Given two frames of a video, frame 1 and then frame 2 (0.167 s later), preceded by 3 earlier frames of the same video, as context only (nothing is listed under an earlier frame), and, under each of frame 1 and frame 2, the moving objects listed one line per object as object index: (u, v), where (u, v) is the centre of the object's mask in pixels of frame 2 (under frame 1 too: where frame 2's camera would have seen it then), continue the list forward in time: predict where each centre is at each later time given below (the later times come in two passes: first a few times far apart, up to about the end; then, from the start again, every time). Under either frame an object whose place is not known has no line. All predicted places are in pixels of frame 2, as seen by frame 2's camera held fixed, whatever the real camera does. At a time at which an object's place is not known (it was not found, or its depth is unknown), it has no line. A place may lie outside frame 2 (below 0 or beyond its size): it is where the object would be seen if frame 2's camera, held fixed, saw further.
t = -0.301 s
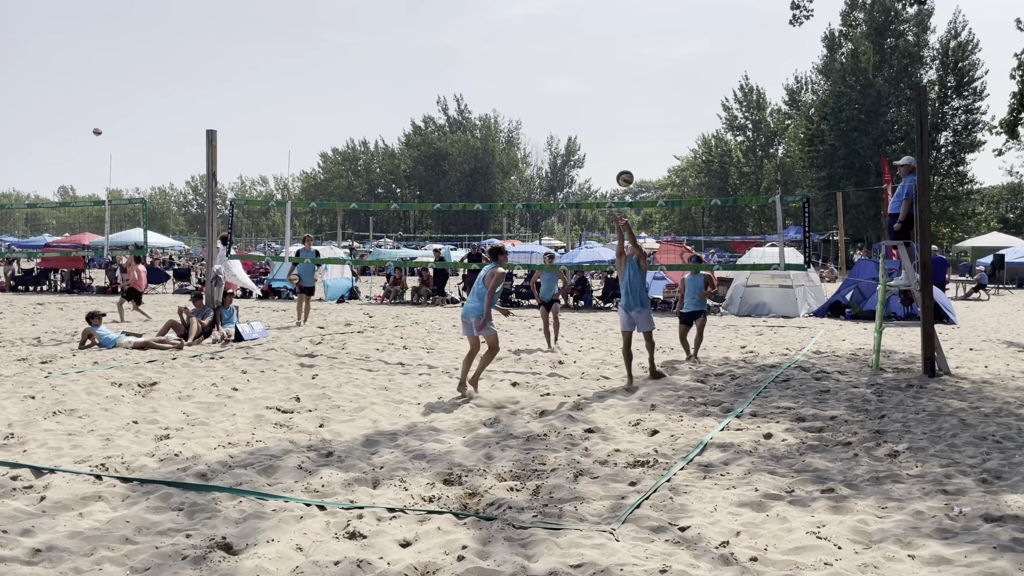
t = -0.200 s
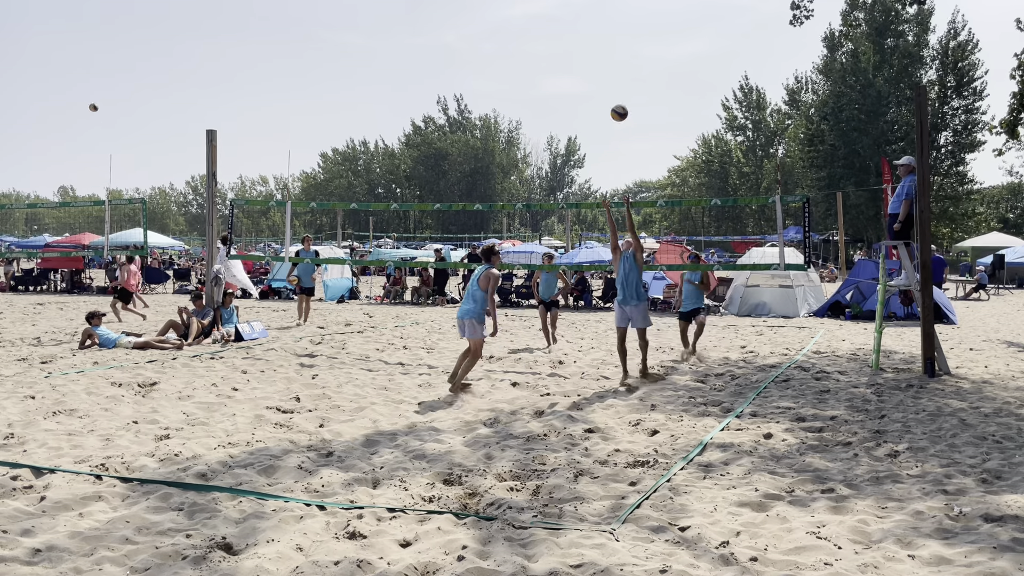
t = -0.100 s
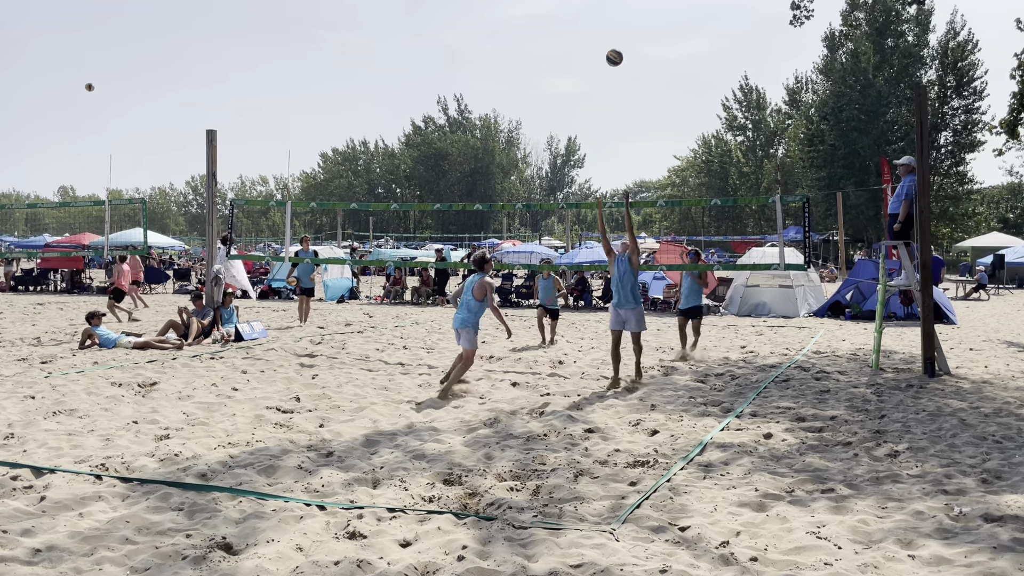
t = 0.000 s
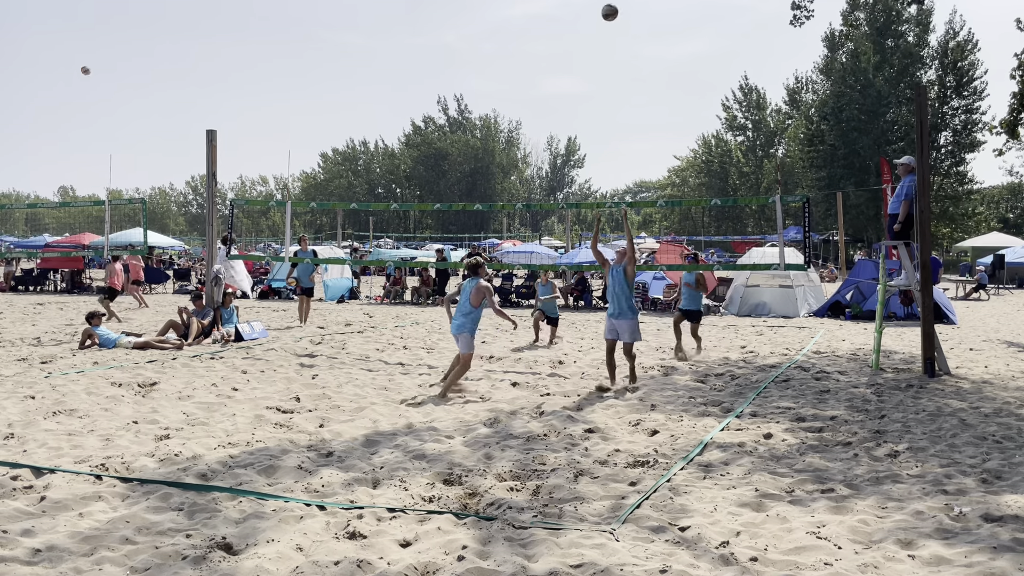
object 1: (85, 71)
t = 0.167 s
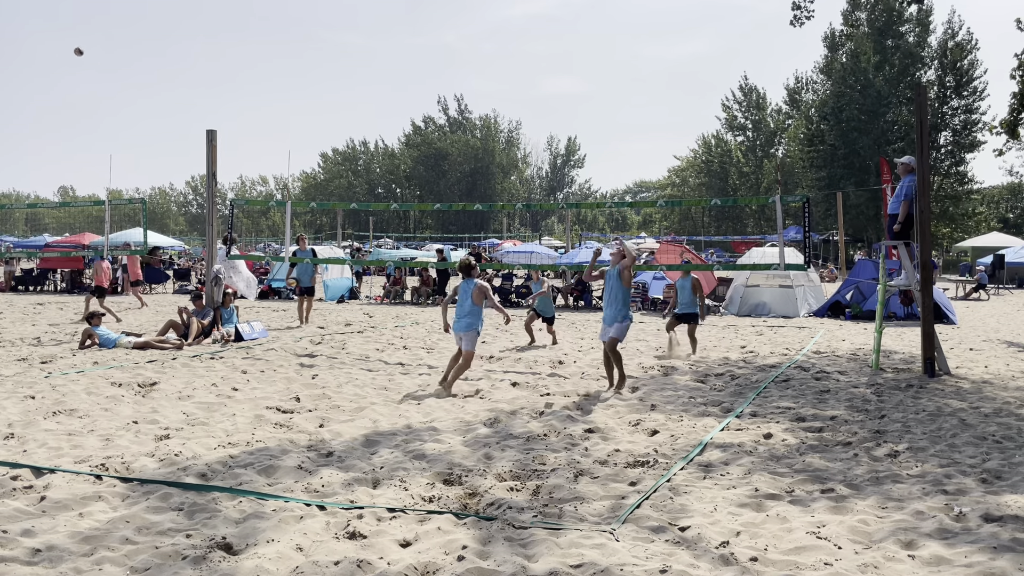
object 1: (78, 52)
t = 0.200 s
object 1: (77, 50)
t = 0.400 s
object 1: (68, 45)
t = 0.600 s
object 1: (59, 58)
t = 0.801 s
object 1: (50, 88)
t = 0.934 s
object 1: (42, 118)
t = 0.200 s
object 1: (77, 50)
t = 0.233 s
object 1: (76, 48)
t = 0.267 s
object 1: (74, 46)
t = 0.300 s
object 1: (73, 45)
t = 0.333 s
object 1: (71, 44)
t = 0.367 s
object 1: (70, 44)
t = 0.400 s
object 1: (68, 45)
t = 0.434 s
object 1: (67, 46)
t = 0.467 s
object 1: (65, 47)
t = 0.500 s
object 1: (64, 49)
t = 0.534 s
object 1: (62, 51)
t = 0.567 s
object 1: (61, 54)
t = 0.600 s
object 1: (59, 58)
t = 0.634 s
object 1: (58, 61)
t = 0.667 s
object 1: (56, 66)
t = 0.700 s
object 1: (54, 70)
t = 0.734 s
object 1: (53, 76)
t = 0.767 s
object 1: (51, 81)
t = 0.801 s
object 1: (50, 88)
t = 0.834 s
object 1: (48, 95)
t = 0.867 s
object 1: (46, 102)
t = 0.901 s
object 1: (44, 110)
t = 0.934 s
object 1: (42, 118)
